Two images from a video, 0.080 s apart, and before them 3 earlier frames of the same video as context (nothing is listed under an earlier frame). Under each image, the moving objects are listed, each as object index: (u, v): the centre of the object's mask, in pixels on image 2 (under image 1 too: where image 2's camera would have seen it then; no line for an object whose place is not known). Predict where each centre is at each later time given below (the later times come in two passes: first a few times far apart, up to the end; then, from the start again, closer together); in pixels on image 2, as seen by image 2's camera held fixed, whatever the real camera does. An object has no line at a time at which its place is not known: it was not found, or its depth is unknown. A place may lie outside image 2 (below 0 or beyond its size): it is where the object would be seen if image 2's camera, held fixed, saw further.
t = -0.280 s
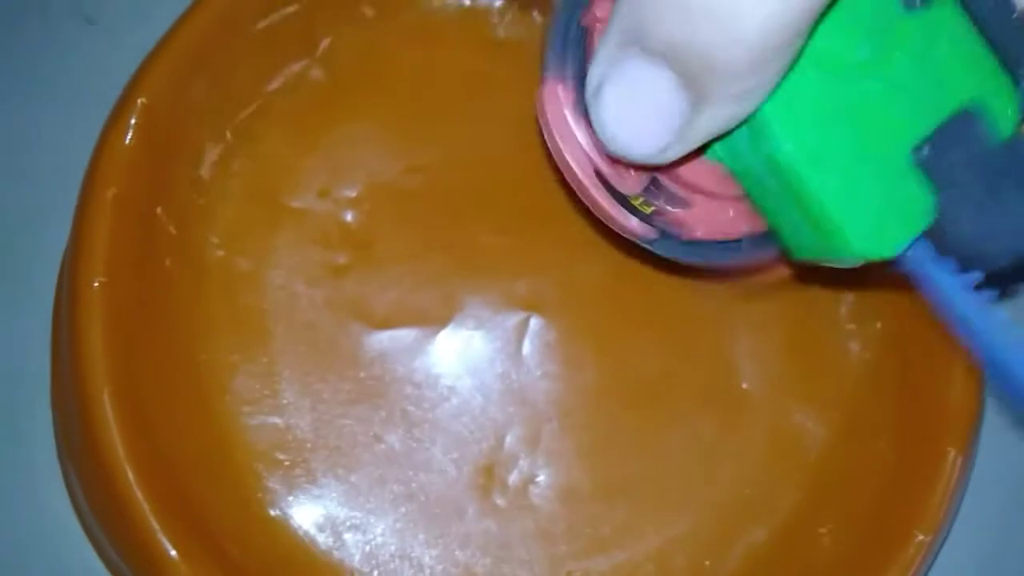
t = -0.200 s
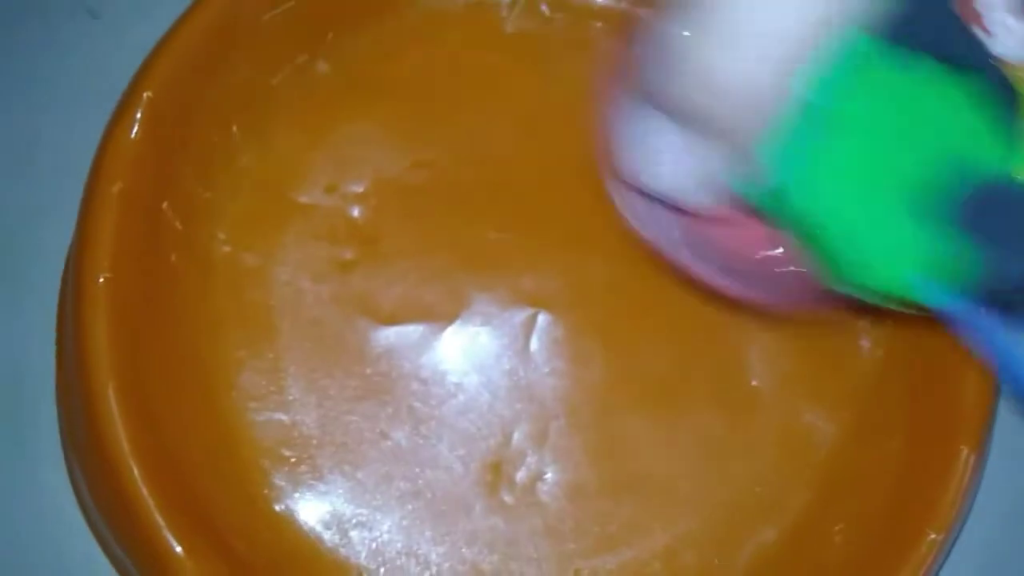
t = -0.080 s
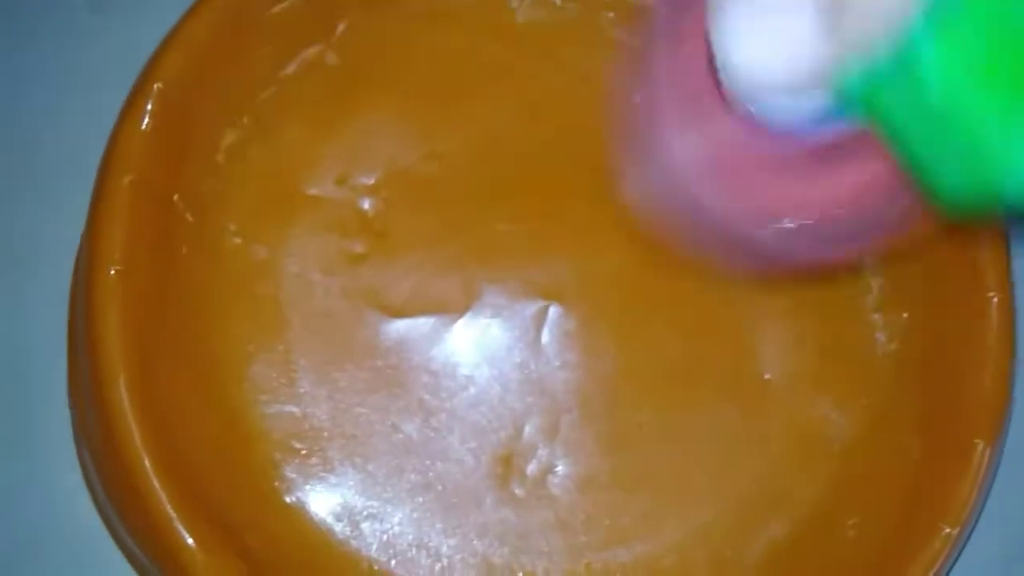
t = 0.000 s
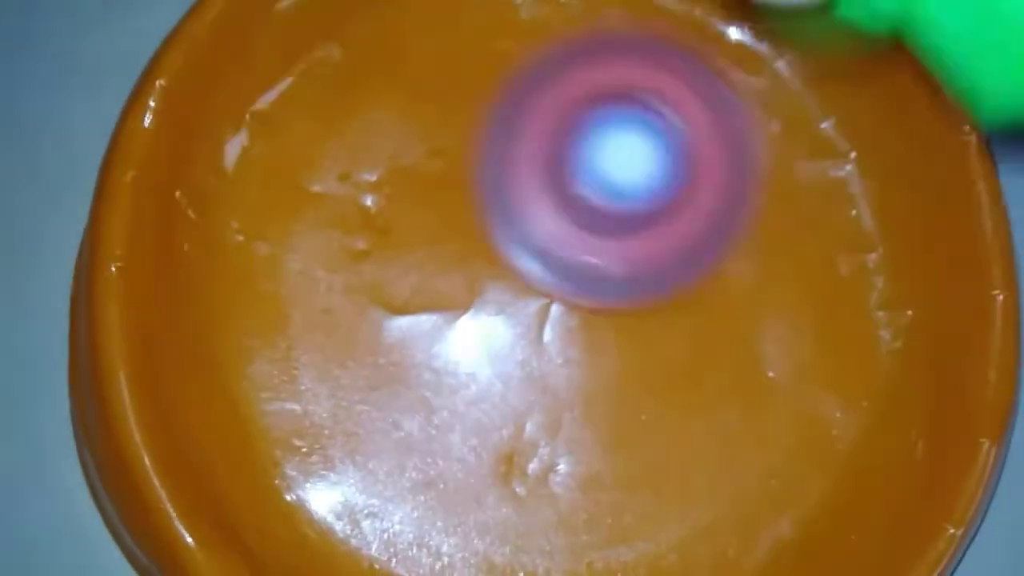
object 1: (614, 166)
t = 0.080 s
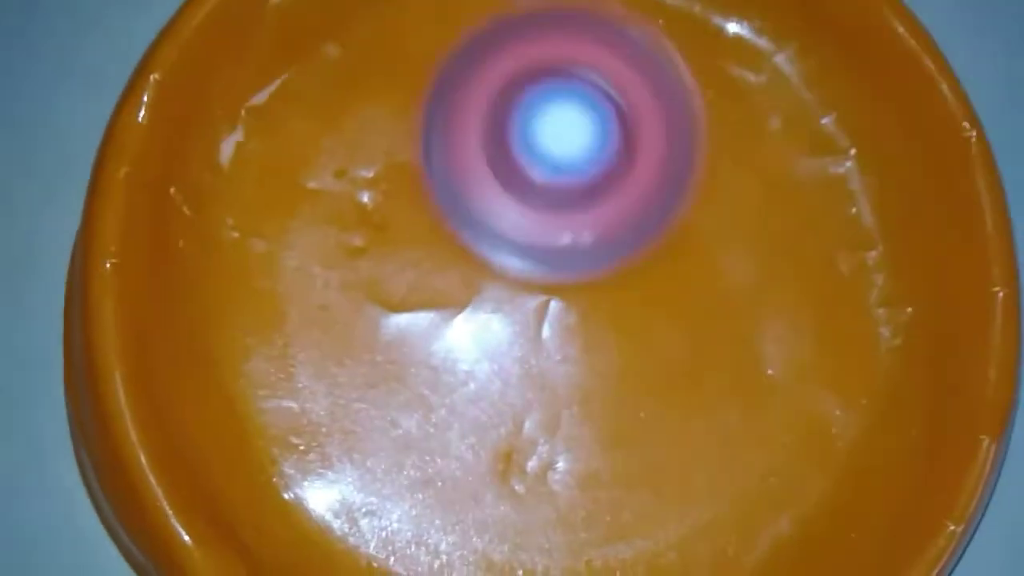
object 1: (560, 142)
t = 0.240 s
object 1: (608, 115)
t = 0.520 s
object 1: (663, 71)
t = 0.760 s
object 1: (585, 93)
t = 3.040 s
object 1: (614, 385)
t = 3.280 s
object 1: (518, 349)
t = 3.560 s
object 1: (399, 300)
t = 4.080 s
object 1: (409, 221)
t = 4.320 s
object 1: (467, 150)
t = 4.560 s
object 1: (530, 124)
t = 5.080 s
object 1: (684, 120)
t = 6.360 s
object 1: (662, 364)
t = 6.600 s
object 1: (612, 383)
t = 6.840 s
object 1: (561, 366)
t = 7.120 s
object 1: (503, 328)
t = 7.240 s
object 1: (476, 319)
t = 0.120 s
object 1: (556, 129)
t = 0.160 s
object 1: (567, 122)
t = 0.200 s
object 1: (587, 117)
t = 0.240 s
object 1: (608, 115)
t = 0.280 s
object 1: (629, 114)
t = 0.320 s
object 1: (656, 112)
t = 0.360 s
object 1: (679, 102)
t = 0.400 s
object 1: (687, 92)
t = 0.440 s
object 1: (686, 82)
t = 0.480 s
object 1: (677, 75)
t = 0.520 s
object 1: (663, 71)
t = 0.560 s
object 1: (645, 71)
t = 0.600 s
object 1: (624, 72)
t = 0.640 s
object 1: (602, 75)
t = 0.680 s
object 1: (590, 81)
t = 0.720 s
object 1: (585, 86)
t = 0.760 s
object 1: (585, 93)
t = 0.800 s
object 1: (593, 102)
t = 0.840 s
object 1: (605, 110)
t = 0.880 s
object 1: (620, 121)
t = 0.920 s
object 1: (642, 131)
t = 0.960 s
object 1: (668, 140)
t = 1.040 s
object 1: (705, 160)
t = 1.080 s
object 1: (718, 168)
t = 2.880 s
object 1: (669, 386)
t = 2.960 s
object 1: (645, 389)
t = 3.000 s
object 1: (631, 388)
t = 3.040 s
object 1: (614, 385)
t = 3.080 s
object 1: (596, 382)
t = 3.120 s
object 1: (578, 376)
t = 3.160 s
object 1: (561, 372)
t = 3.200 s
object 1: (545, 365)
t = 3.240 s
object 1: (533, 358)
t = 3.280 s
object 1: (518, 349)
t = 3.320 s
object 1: (503, 341)
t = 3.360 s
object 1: (488, 333)
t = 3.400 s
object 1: (472, 326)
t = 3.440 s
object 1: (453, 319)
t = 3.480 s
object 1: (433, 308)
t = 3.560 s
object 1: (399, 300)
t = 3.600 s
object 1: (388, 300)
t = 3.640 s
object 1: (374, 298)
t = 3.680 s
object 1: (362, 291)
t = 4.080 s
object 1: (409, 221)
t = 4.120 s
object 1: (418, 208)
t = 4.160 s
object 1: (427, 194)
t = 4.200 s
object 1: (436, 181)
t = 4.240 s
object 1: (445, 170)
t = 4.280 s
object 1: (455, 159)
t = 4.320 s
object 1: (467, 150)
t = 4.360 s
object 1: (479, 143)
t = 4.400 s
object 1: (489, 137)
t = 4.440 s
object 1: (500, 132)
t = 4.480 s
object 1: (511, 129)
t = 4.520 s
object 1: (521, 126)
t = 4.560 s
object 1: (530, 124)
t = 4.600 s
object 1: (542, 122)
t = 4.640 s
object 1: (554, 121)
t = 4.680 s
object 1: (567, 120)
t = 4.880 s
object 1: (632, 119)
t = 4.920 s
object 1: (646, 121)
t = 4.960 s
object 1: (660, 122)
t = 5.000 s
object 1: (674, 122)
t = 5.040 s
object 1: (682, 120)
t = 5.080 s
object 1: (684, 120)
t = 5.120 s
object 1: (684, 119)
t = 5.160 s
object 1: (684, 119)
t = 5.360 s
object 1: (676, 127)
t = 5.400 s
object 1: (674, 131)
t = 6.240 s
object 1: (680, 348)
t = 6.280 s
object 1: (674, 353)
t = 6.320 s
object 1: (668, 360)
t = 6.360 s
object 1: (662, 364)
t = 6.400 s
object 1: (655, 370)
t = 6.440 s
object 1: (647, 374)
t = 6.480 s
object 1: (639, 378)
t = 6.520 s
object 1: (631, 380)
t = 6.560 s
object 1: (621, 382)
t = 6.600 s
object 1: (612, 383)
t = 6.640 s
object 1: (604, 382)
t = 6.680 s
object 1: (596, 381)
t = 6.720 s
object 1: (586, 378)
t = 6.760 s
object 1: (577, 375)
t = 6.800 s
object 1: (568, 371)
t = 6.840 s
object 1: (561, 366)
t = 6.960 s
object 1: (538, 350)
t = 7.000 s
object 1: (529, 344)
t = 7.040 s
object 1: (522, 340)
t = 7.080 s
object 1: (512, 334)
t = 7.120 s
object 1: (503, 328)
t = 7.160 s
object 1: (494, 325)
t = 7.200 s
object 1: (485, 321)
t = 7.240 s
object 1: (476, 319)
